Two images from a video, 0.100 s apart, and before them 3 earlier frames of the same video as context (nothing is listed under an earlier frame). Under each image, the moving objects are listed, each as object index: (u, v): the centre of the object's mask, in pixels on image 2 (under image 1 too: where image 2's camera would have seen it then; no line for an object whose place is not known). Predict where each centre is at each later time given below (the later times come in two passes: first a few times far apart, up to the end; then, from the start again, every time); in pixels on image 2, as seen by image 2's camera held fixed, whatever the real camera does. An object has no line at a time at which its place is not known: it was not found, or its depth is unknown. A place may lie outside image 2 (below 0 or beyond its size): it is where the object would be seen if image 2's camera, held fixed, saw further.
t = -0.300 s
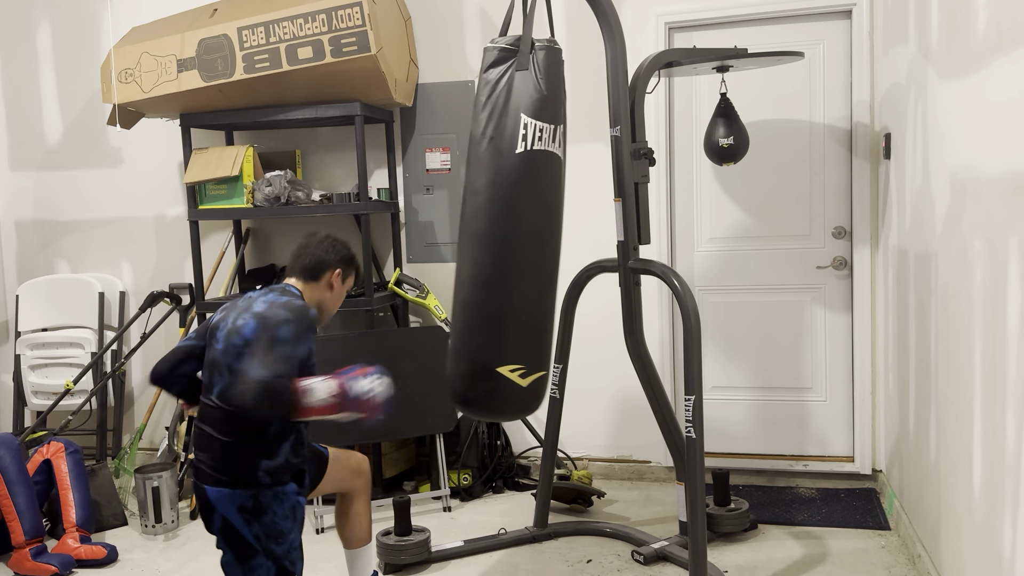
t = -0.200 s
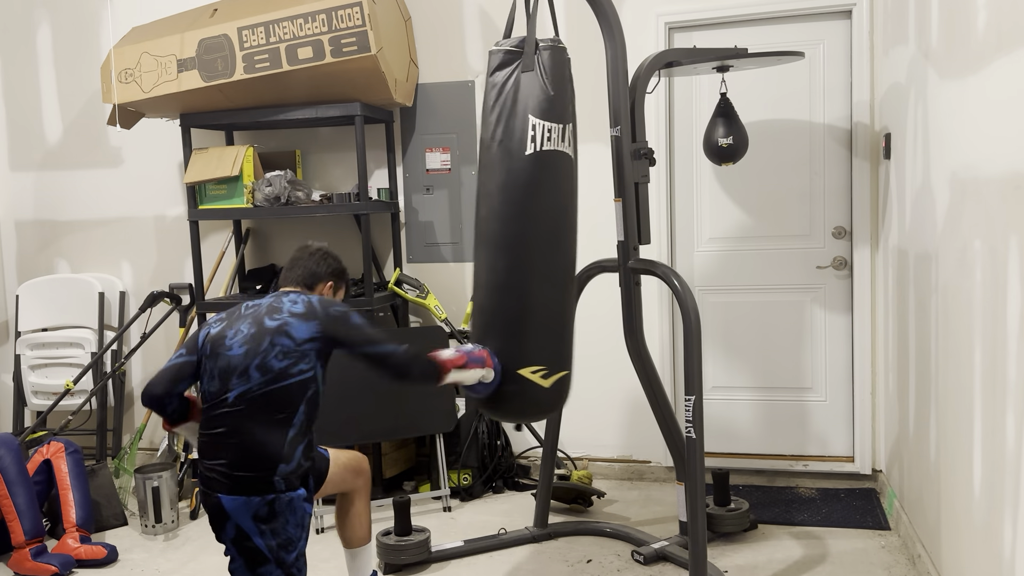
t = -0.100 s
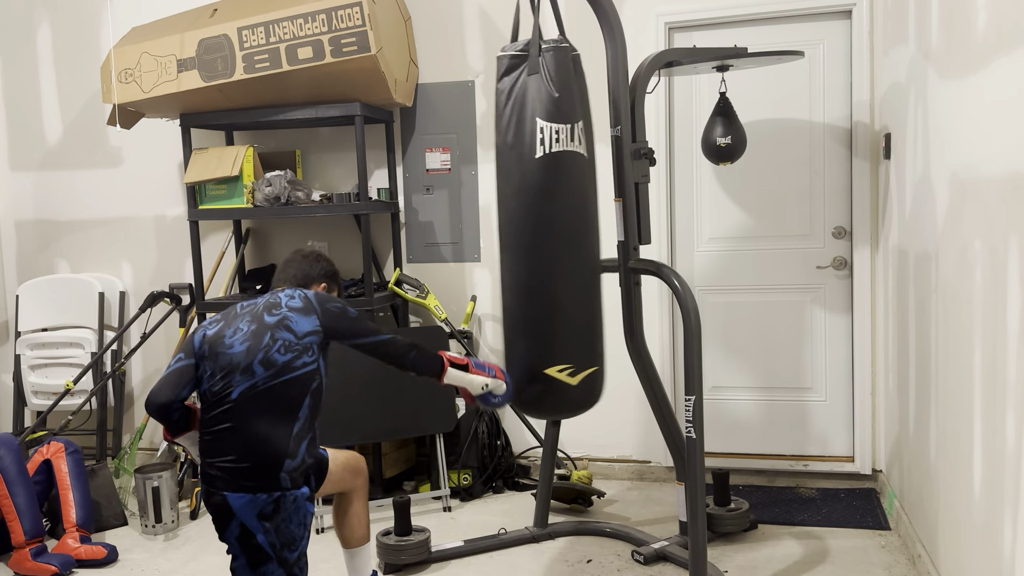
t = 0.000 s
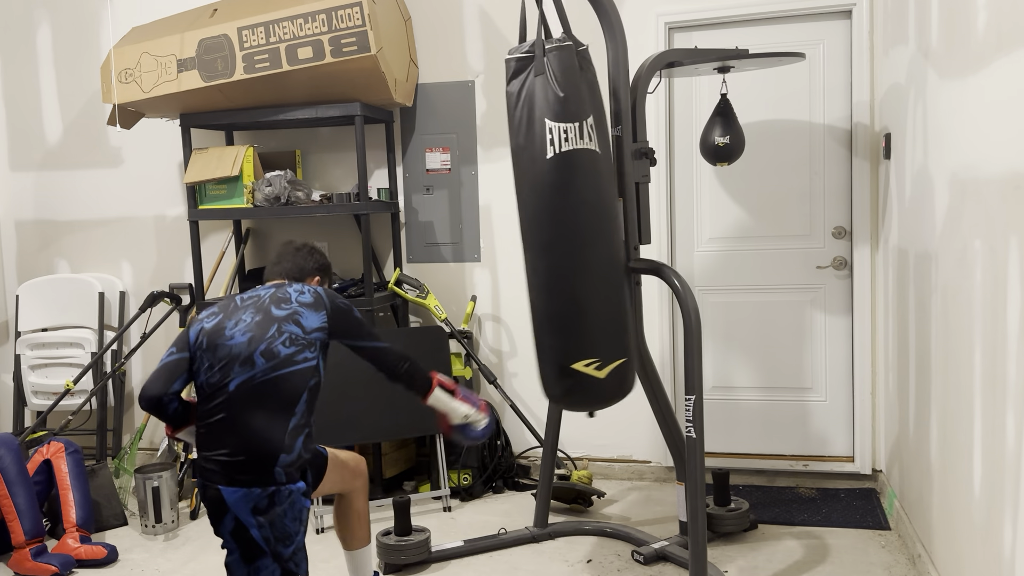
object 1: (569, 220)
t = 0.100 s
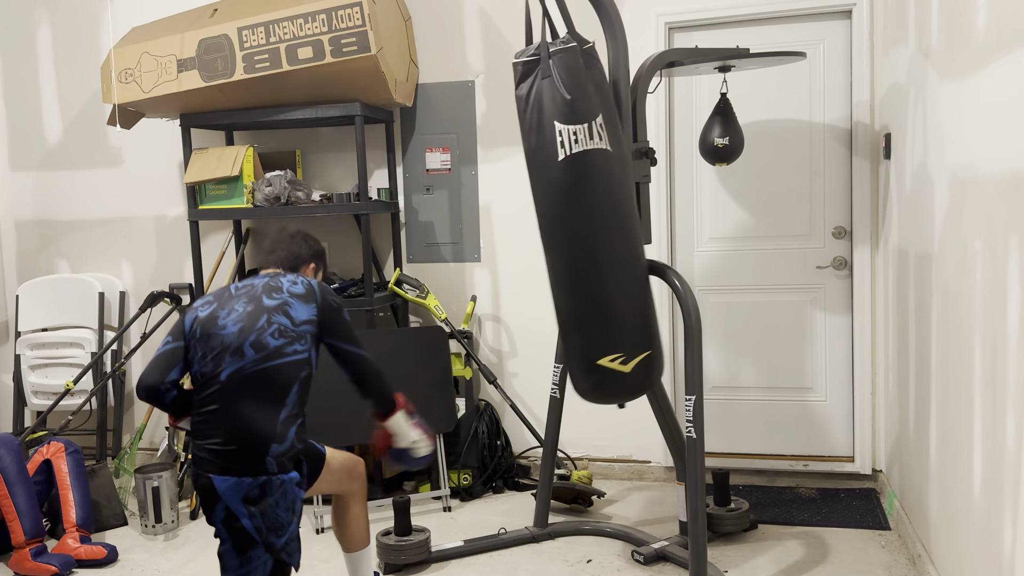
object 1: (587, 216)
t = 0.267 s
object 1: (591, 218)
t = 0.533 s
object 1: (573, 224)
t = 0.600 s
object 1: (566, 223)
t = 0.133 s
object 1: (591, 215)
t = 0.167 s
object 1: (593, 214)
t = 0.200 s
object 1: (593, 214)
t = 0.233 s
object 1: (592, 215)
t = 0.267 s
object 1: (591, 218)
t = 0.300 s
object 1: (591, 220)
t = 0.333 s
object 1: (590, 220)
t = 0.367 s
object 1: (589, 219)
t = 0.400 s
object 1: (587, 220)
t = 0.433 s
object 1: (585, 219)
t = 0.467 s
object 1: (581, 223)
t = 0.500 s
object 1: (578, 223)
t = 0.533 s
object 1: (573, 224)
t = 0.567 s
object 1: (570, 224)
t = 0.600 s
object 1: (566, 223)
